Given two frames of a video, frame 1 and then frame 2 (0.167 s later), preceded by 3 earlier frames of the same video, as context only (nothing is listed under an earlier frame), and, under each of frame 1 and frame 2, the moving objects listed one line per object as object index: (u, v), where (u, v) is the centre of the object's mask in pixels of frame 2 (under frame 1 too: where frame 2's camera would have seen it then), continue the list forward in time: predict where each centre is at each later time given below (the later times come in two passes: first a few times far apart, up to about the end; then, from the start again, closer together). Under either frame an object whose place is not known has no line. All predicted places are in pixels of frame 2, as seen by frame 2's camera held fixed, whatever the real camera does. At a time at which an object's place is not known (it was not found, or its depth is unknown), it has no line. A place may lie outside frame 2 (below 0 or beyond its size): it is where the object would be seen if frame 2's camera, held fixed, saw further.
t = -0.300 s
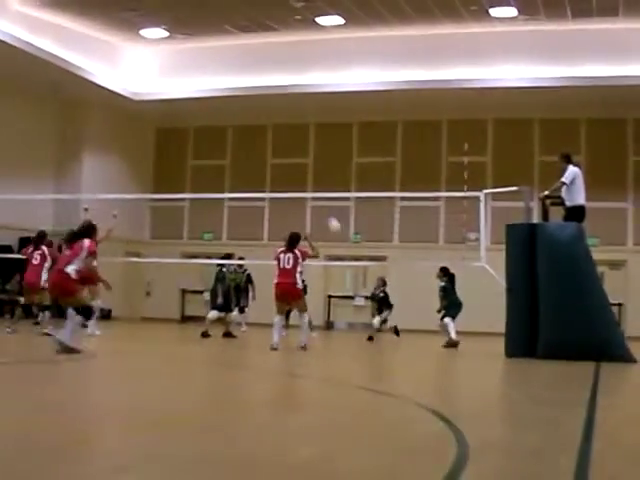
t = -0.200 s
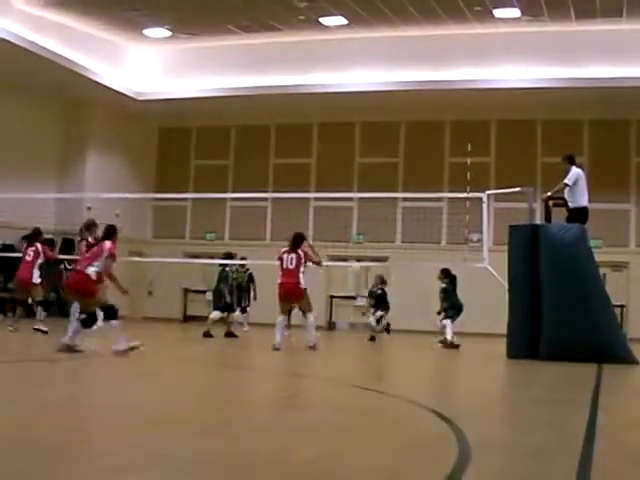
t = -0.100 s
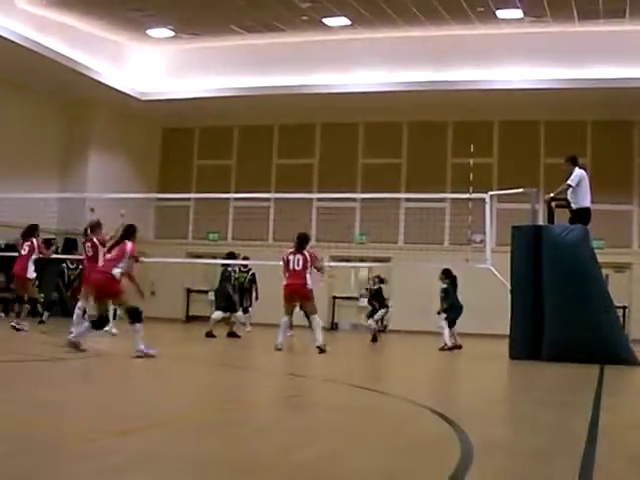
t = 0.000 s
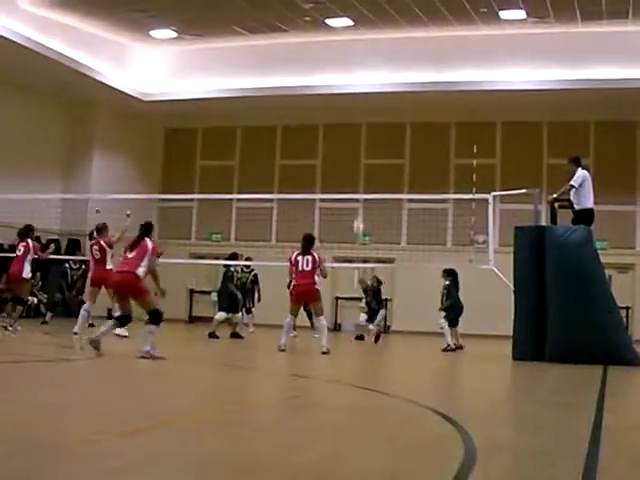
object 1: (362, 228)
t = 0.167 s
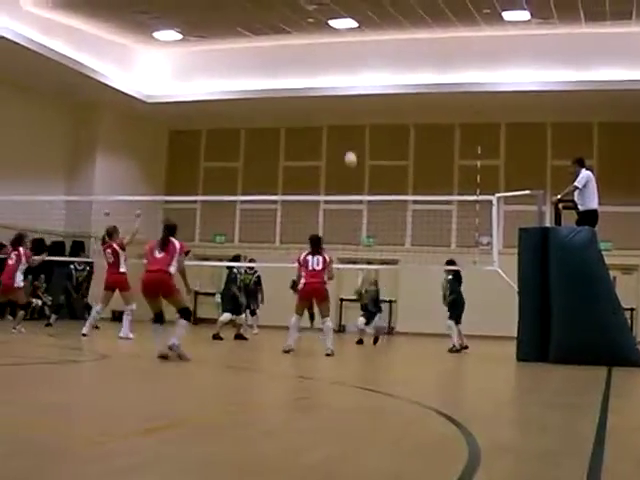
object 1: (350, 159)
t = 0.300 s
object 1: (340, 111)
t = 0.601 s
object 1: (318, 43)
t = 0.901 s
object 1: (293, 15)
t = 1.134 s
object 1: (270, 27)
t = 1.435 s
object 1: (233, 89)
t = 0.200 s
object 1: (348, 146)
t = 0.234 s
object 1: (345, 134)
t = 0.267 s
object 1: (343, 122)
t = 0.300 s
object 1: (340, 111)
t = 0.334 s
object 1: (338, 102)
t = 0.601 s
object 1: (318, 43)
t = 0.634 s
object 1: (316, 38)
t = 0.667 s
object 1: (313, 33)
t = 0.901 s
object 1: (293, 15)
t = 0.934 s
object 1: (290, 14)
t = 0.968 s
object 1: (287, 15)
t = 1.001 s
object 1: (283, 17)
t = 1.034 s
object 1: (280, 18)
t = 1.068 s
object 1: (276, 20)
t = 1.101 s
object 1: (273, 23)
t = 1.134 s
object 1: (270, 27)
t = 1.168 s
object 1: (266, 30)
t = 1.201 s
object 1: (263, 35)
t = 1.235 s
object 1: (259, 41)
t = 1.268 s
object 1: (256, 49)
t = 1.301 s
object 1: (251, 55)
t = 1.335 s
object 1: (248, 65)
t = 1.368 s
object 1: (243, 70)
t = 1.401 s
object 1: (239, 80)
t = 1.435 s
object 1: (233, 89)
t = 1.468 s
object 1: (231, 100)
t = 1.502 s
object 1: (227, 108)
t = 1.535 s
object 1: (222, 121)
